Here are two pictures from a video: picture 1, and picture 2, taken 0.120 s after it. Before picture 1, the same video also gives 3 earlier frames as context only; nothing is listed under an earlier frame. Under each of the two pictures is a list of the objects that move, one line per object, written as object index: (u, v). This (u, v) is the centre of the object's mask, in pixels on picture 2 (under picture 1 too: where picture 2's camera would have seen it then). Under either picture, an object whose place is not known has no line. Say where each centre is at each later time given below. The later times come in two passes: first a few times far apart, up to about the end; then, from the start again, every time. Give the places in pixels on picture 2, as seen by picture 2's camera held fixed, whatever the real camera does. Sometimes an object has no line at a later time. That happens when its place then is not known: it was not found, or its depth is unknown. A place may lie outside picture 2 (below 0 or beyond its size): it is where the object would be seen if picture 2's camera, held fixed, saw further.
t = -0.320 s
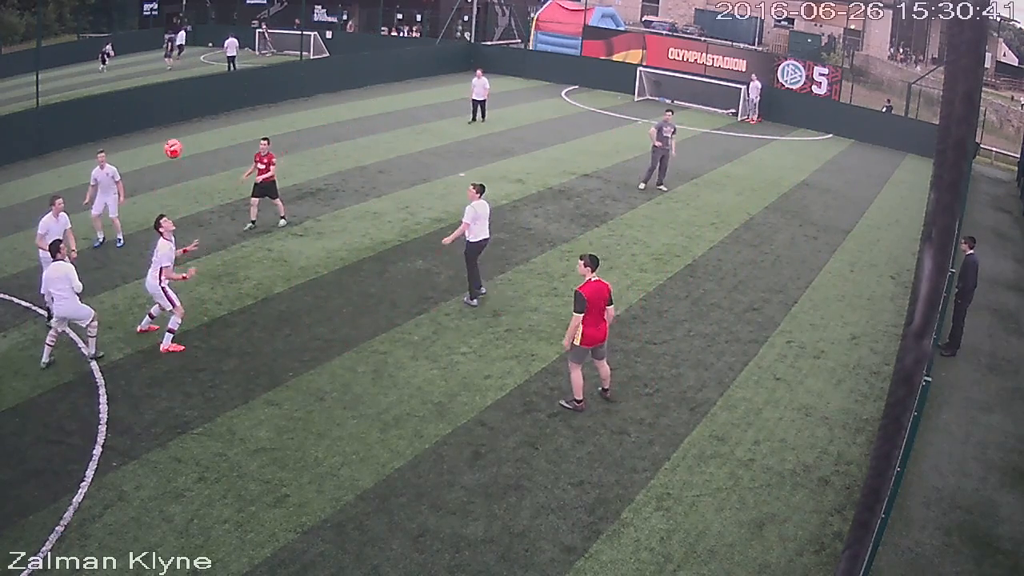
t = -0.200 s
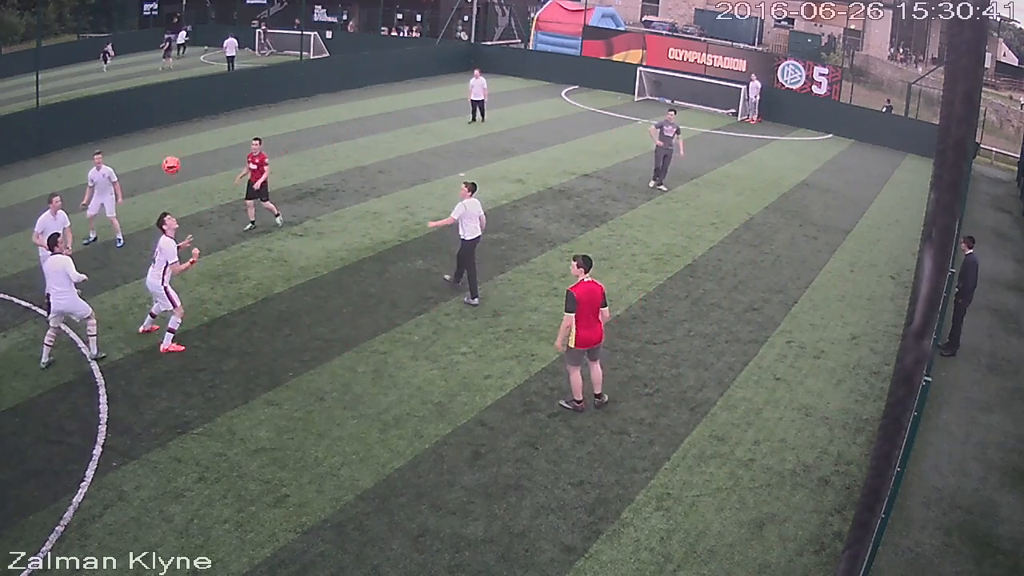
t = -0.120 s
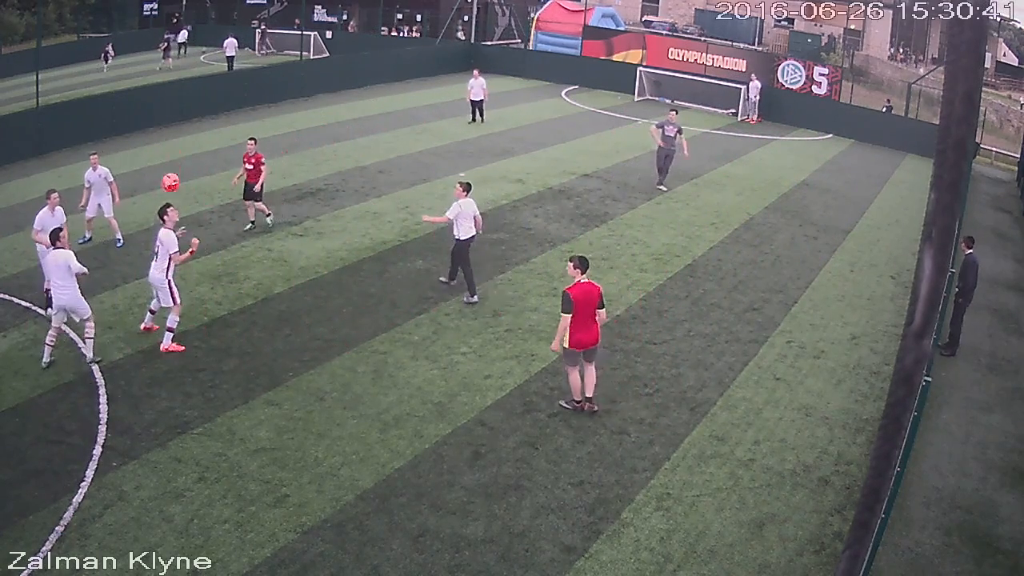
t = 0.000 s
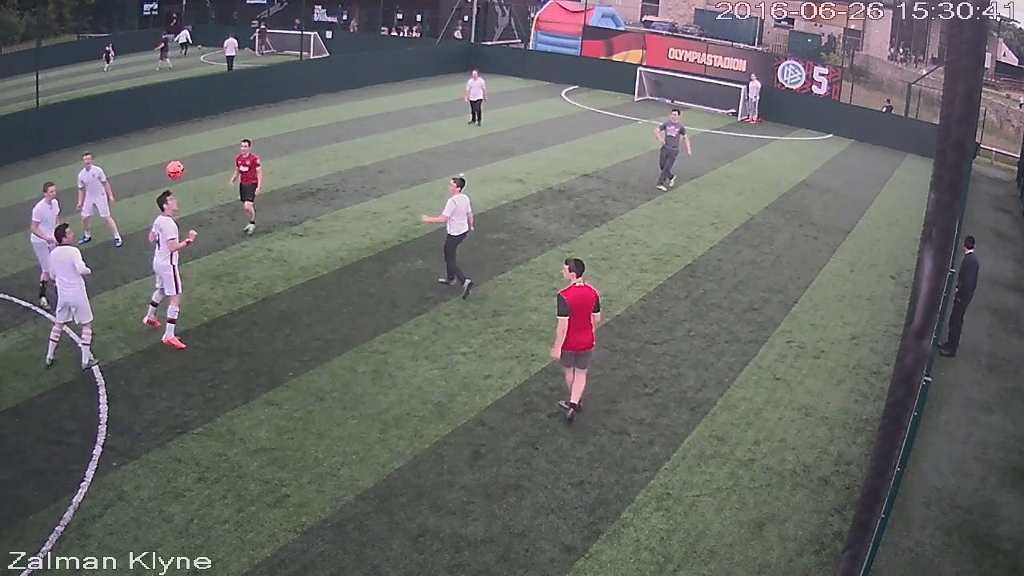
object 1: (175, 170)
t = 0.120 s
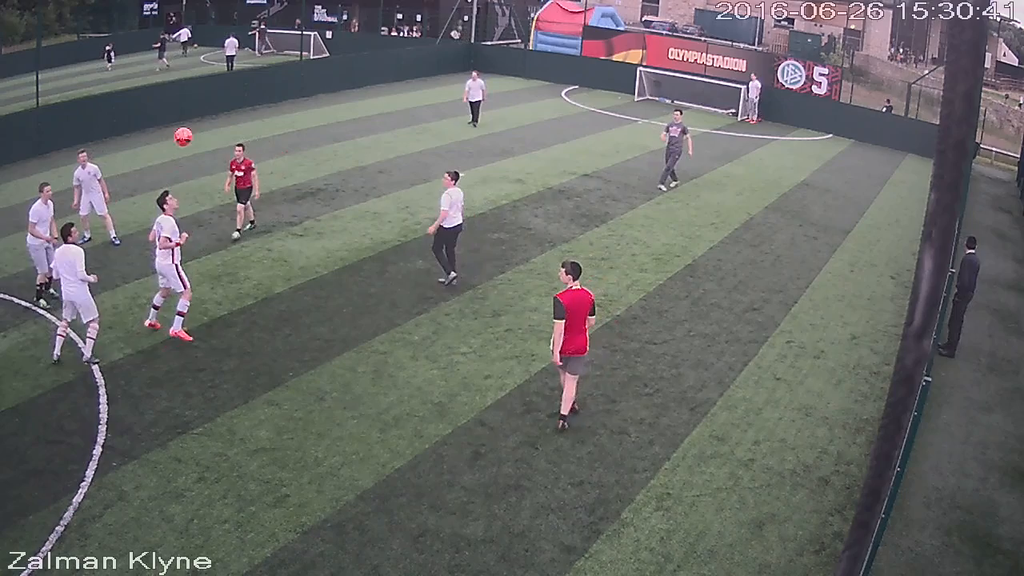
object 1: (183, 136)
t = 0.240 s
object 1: (192, 114)
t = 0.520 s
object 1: (214, 109)
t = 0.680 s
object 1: (227, 135)
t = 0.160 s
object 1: (186, 128)
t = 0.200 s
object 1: (189, 120)
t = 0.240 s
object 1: (192, 114)
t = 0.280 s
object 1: (196, 109)
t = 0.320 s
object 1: (198, 106)
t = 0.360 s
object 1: (202, 104)
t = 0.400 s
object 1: (205, 103)
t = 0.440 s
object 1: (208, 104)
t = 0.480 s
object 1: (211, 106)
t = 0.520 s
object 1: (214, 109)
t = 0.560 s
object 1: (218, 113)
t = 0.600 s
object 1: (221, 119)
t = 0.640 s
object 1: (224, 126)
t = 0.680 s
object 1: (227, 135)
